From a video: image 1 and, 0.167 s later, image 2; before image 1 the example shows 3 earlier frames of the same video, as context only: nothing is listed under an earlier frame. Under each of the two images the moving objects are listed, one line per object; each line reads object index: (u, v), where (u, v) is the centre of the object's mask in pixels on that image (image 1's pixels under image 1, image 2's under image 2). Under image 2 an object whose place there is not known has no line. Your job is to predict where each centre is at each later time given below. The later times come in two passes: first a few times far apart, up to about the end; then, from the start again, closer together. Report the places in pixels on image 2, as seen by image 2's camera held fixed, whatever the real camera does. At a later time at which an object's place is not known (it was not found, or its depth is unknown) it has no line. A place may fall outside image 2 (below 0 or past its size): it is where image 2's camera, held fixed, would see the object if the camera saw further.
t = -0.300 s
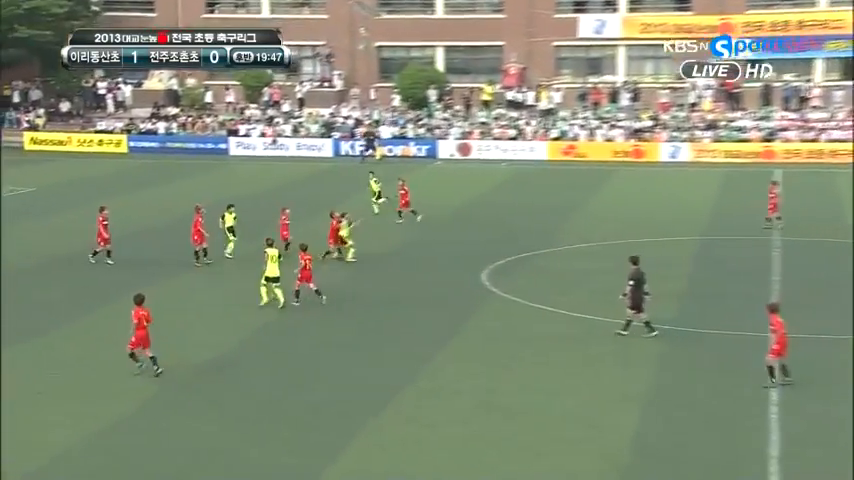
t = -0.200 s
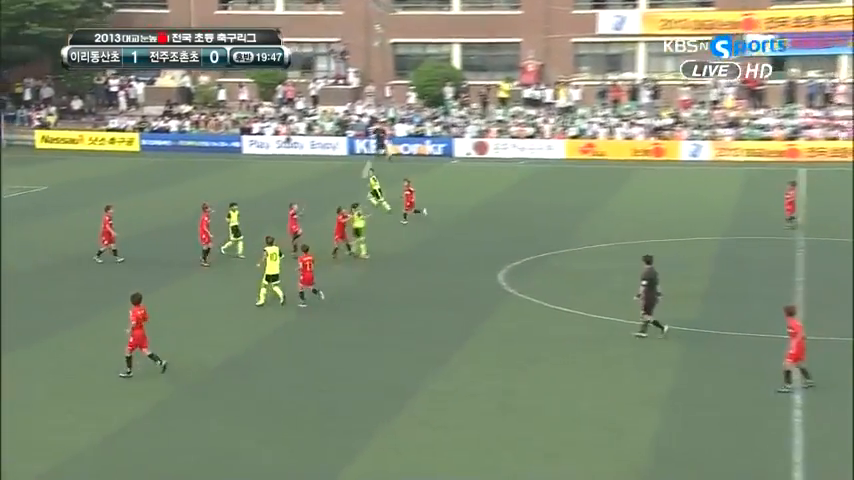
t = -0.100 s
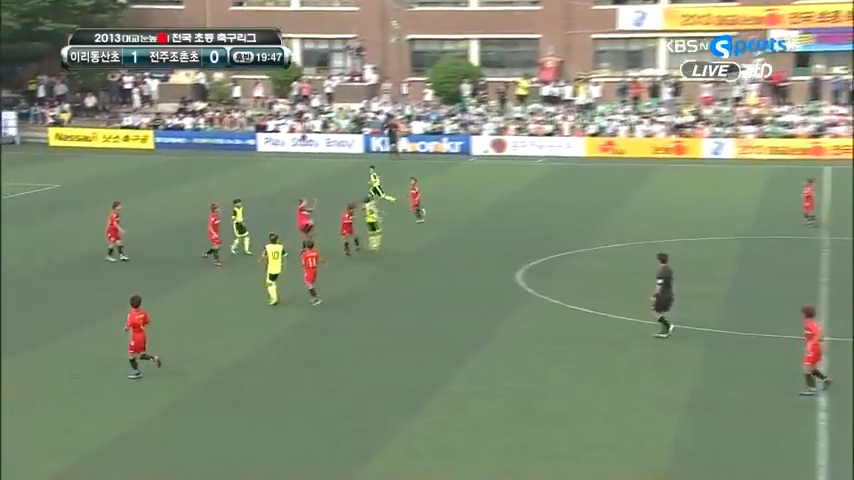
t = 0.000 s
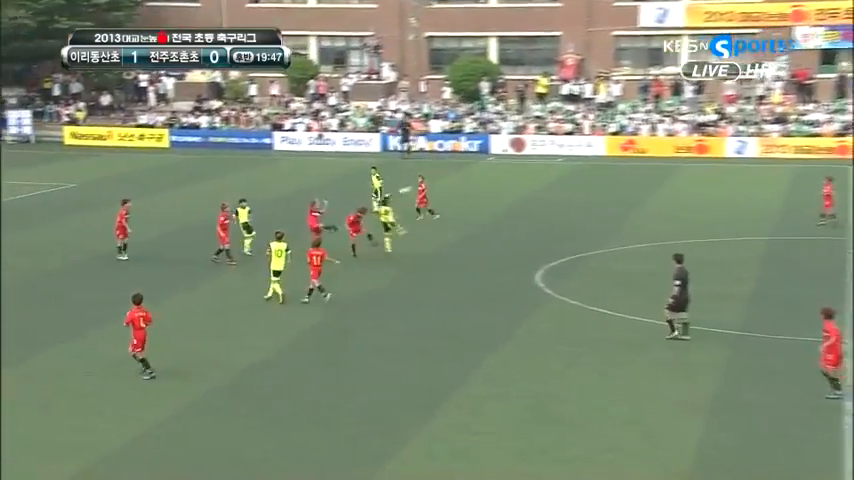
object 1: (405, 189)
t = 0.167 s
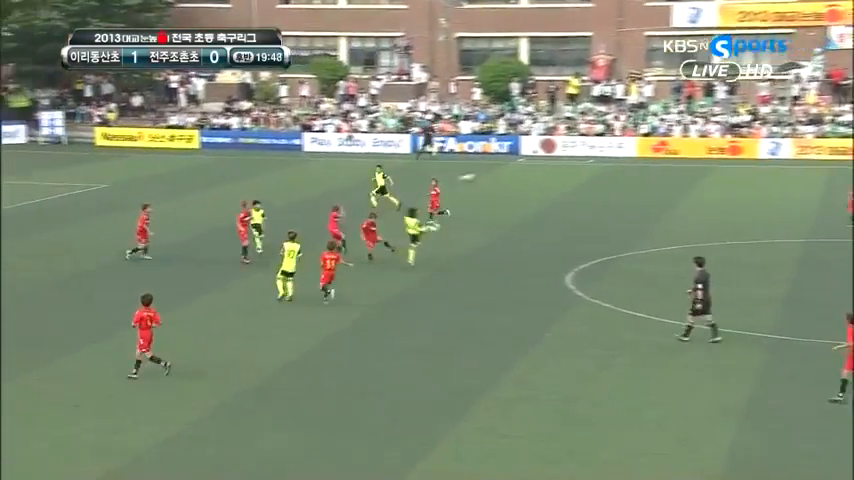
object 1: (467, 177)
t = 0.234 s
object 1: (480, 175)
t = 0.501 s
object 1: (537, 185)
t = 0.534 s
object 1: (545, 188)
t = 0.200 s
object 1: (474, 176)
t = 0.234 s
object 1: (480, 175)
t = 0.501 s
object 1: (537, 185)
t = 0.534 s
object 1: (545, 188)
